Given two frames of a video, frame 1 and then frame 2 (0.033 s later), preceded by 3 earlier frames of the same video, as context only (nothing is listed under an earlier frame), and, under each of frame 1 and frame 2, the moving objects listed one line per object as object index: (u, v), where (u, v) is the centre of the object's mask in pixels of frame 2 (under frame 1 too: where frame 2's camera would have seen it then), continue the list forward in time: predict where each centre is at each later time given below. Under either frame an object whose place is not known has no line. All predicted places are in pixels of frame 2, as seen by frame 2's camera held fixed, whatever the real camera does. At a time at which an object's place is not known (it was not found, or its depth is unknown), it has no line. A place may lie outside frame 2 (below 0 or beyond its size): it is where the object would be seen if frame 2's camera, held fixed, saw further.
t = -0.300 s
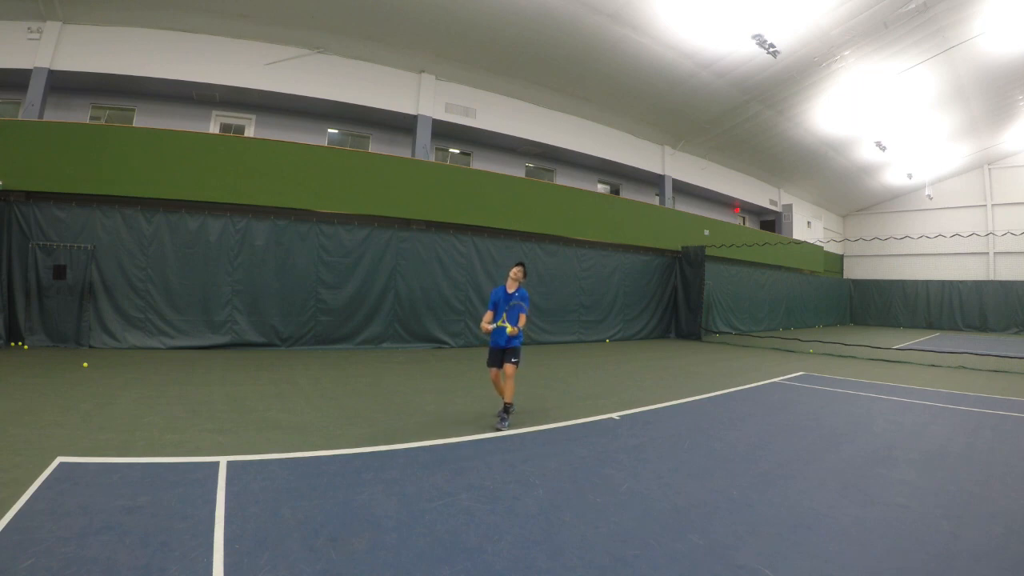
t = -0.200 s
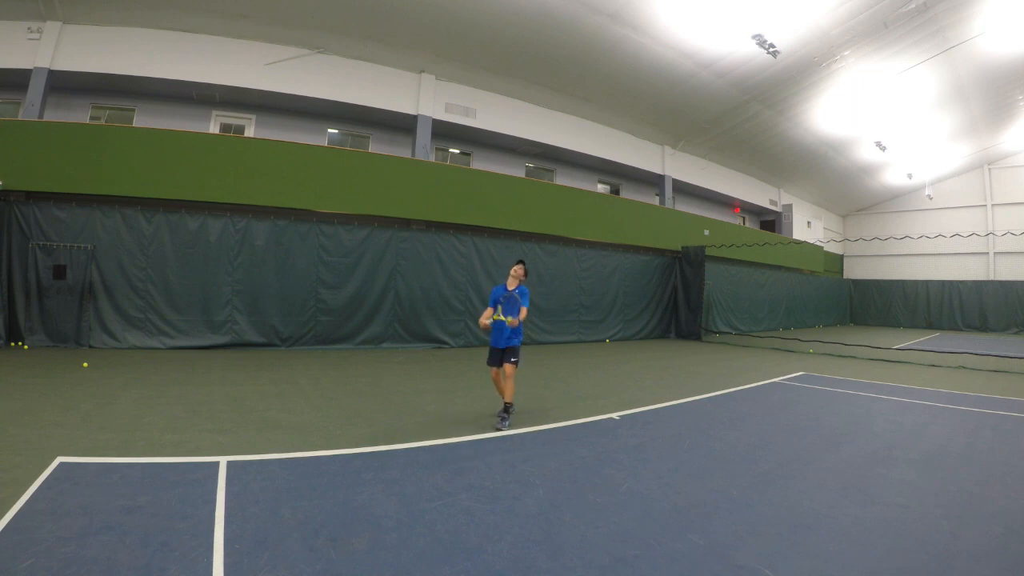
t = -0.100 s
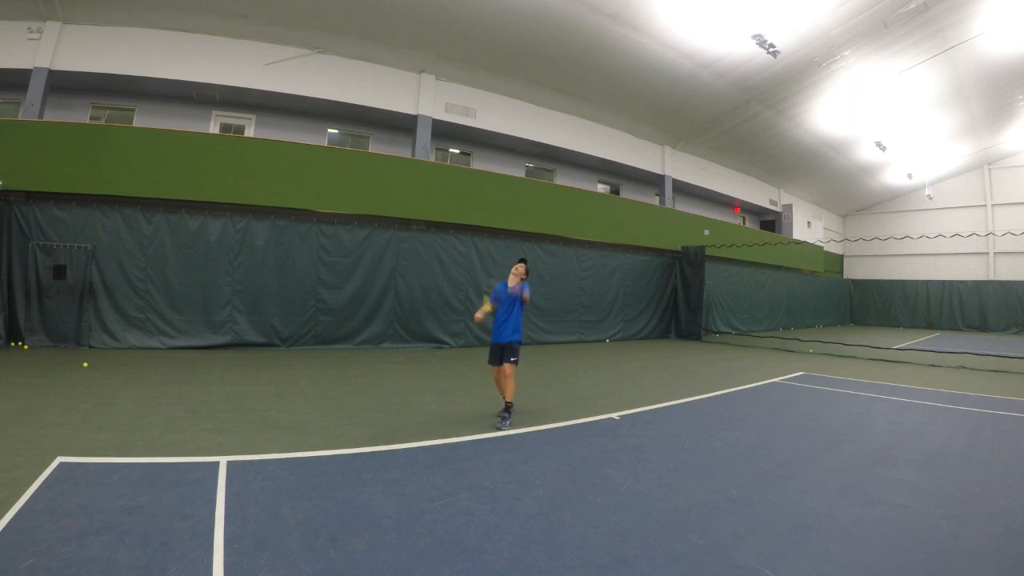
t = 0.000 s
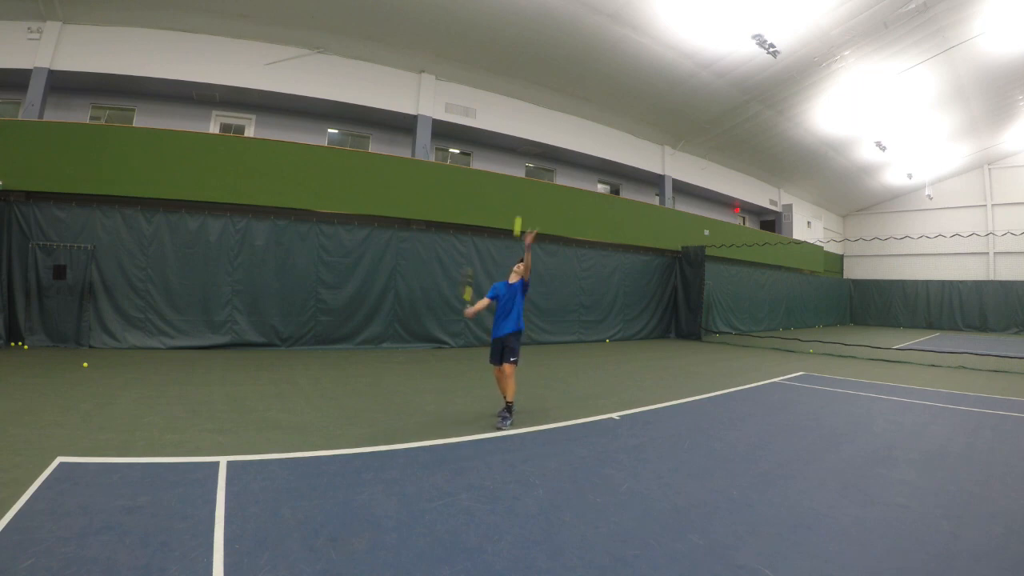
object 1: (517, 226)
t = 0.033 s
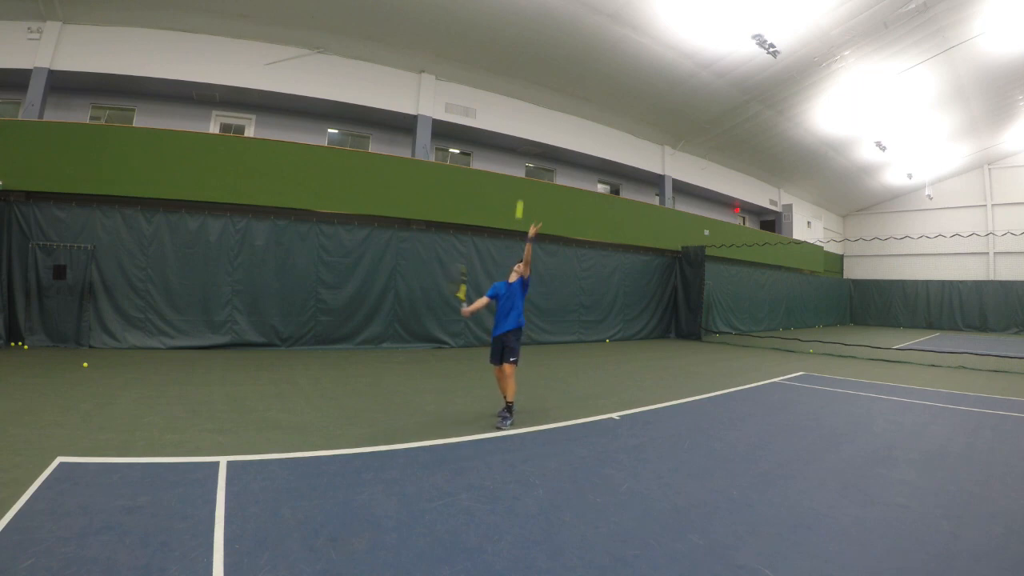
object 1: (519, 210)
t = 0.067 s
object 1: (520, 195)
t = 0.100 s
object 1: (522, 181)
